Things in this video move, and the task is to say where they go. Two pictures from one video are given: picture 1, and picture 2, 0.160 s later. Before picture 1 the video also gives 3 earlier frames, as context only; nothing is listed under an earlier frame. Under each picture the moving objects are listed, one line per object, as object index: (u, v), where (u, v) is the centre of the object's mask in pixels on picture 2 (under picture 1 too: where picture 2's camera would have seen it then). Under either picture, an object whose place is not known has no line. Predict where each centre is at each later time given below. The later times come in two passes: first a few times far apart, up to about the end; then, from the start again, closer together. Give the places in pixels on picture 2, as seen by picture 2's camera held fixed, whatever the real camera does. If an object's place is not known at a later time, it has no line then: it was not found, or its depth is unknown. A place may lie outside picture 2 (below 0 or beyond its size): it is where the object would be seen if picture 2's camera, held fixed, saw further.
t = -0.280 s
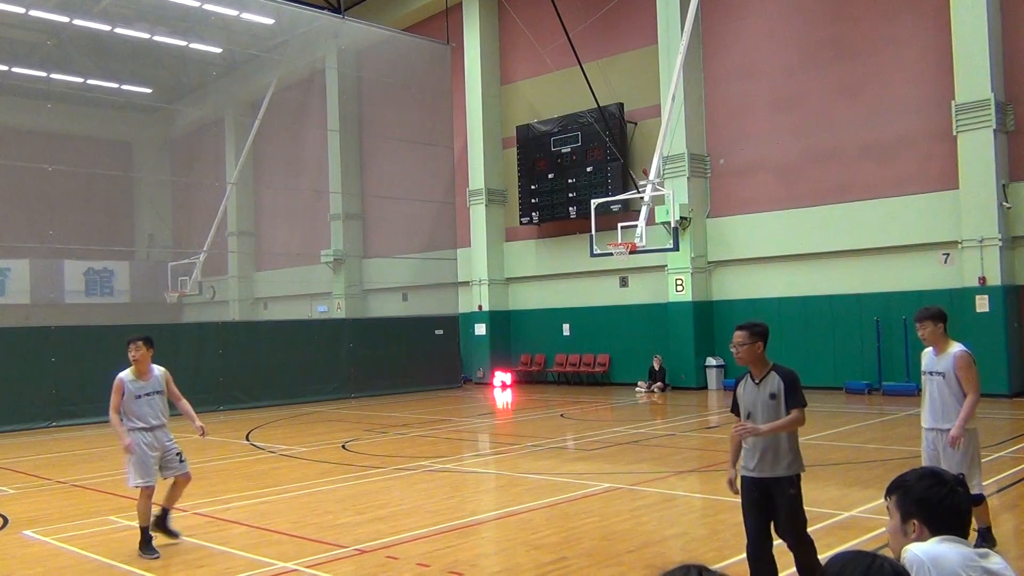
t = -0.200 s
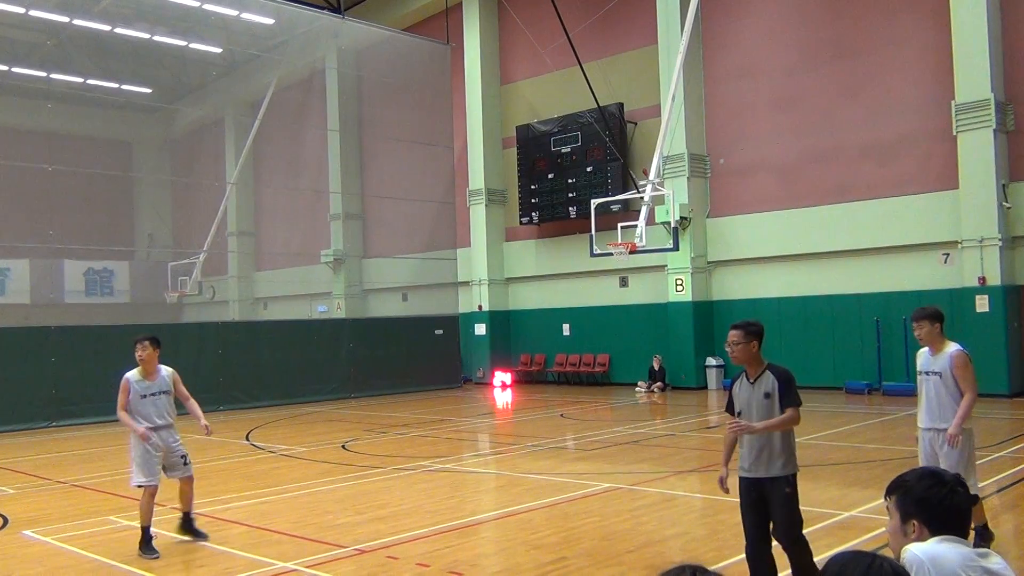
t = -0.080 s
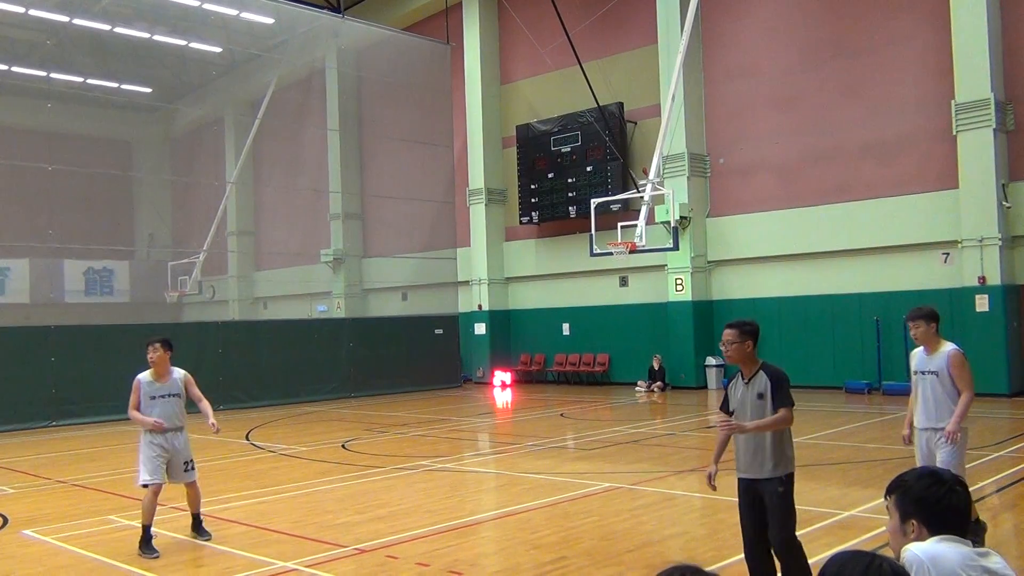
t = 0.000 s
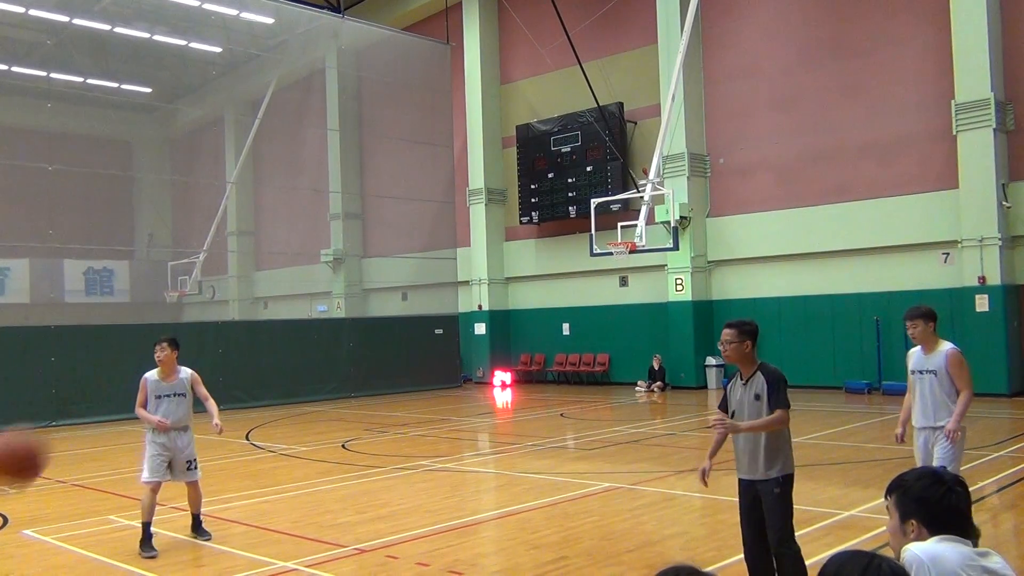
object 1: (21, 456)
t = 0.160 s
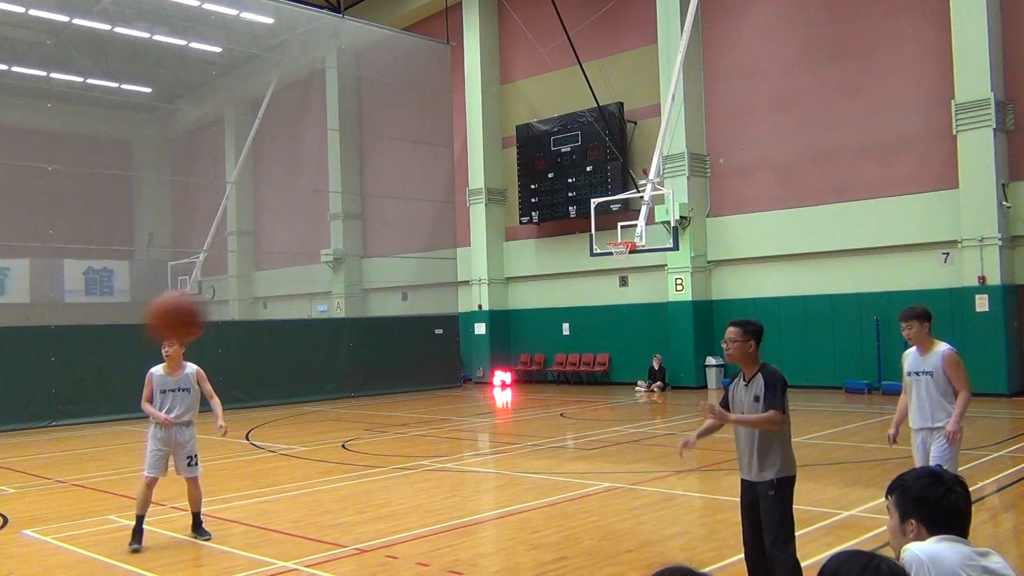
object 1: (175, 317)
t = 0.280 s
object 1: (288, 256)
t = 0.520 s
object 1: (493, 234)
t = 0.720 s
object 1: (646, 306)
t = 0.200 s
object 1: (215, 292)
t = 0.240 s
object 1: (253, 272)
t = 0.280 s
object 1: (288, 256)
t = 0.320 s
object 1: (323, 244)
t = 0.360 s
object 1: (359, 235)
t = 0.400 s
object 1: (393, 229)
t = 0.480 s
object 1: (457, 229)
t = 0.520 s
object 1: (493, 234)
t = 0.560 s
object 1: (523, 242)
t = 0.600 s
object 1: (554, 252)
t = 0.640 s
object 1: (584, 268)
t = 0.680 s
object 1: (615, 285)
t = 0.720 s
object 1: (646, 306)
